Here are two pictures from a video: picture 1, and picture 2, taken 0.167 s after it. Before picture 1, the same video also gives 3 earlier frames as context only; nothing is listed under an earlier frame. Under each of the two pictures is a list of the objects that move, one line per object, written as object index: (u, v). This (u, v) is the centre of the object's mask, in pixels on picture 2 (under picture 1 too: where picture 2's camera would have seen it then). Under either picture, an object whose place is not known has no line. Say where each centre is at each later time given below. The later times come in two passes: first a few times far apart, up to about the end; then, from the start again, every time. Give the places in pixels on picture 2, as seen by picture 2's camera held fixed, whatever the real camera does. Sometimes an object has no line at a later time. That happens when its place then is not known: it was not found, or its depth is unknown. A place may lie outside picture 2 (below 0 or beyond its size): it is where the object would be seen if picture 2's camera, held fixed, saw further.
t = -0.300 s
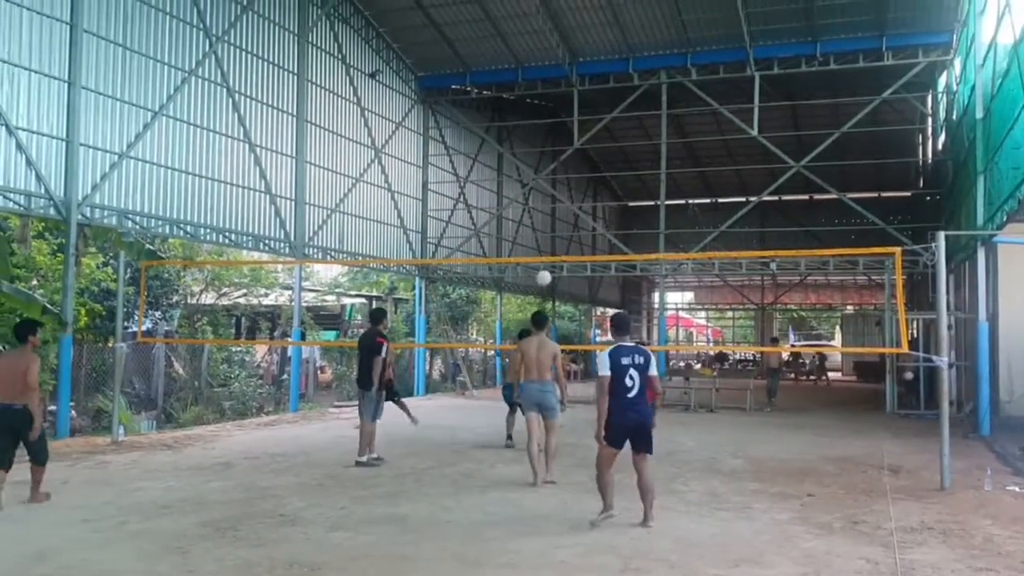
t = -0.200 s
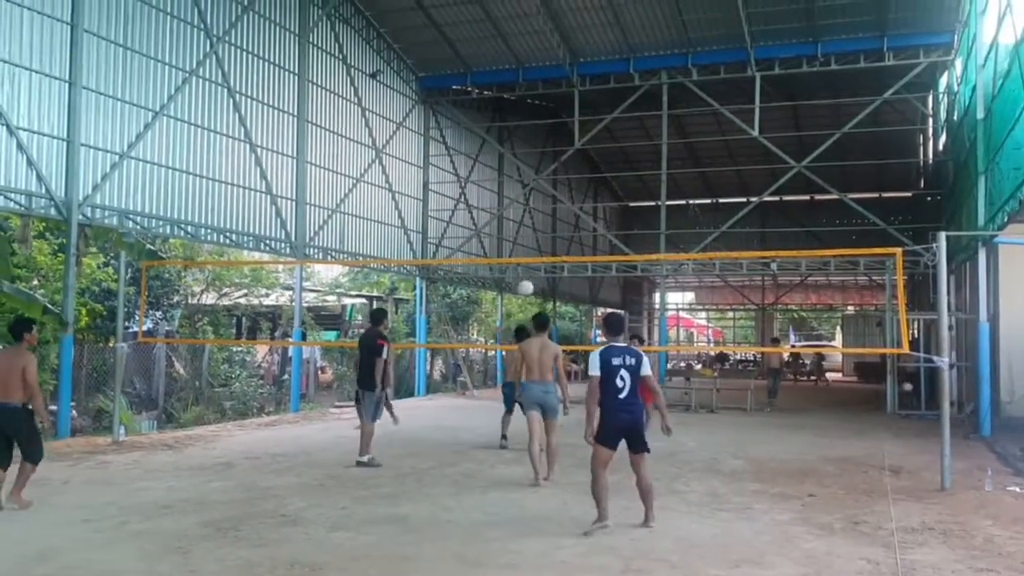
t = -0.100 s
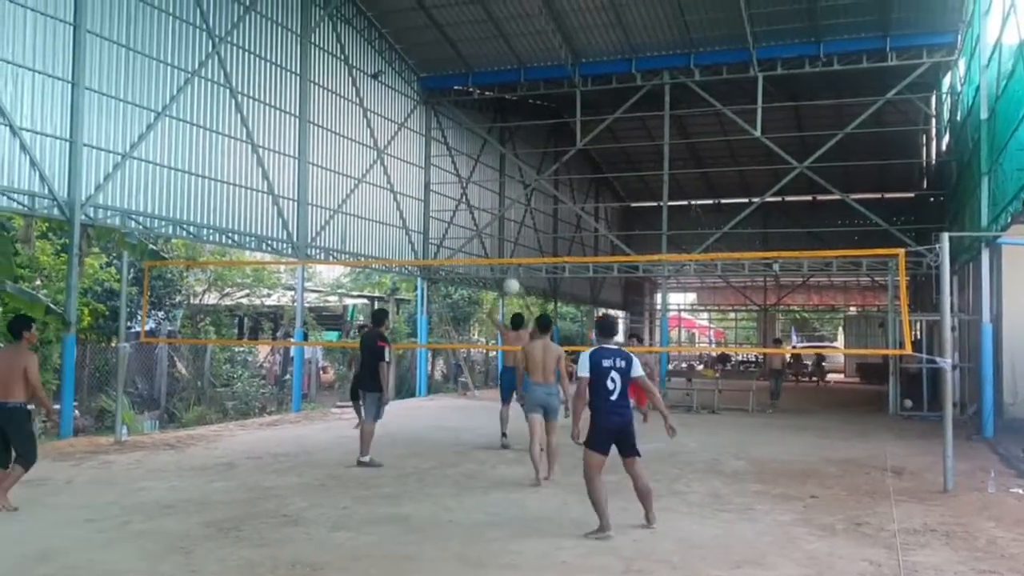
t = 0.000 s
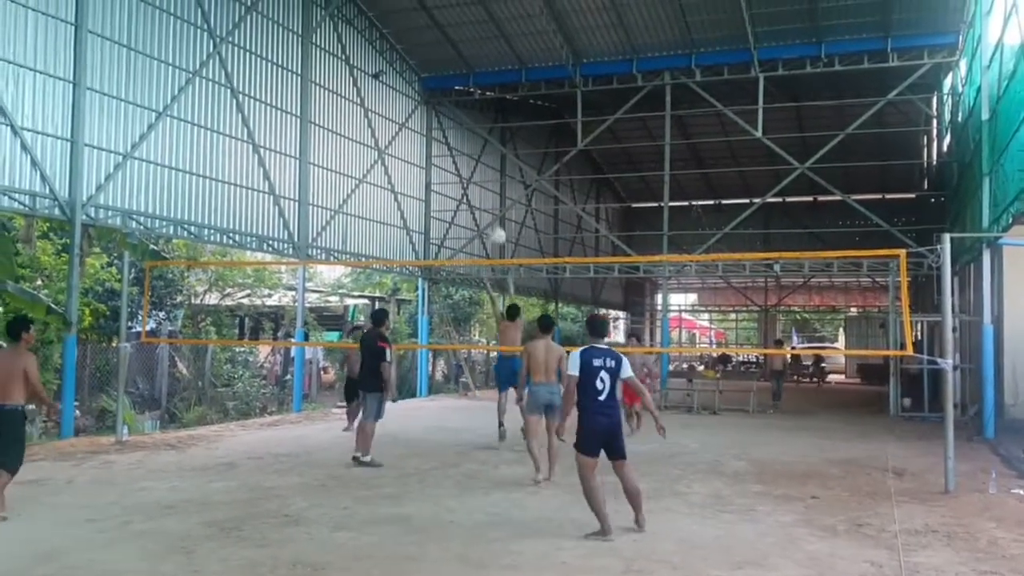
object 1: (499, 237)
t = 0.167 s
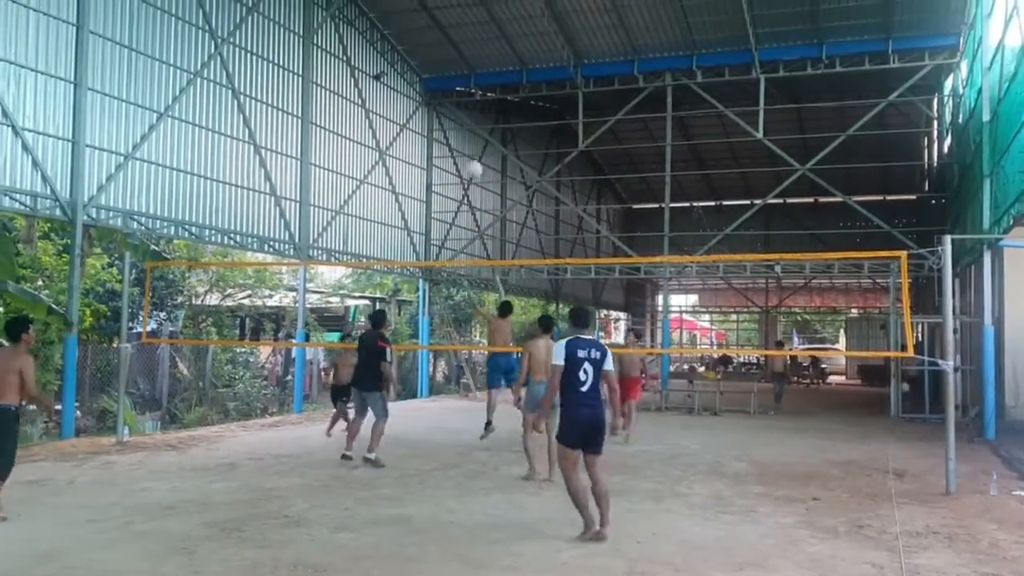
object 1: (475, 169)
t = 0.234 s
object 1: (465, 147)
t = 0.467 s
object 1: (429, 102)
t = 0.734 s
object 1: (391, 98)
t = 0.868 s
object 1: (370, 115)
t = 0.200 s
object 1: (469, 157)
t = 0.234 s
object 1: (465, 147)
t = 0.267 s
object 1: (459, 138)
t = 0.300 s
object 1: (454, 130)
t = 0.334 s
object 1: (449, 123)
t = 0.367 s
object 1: (444, 117)
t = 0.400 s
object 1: (439, 111)
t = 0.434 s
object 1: (434, 106)
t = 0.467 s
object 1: (429, 102)
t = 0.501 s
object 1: (425, 98)
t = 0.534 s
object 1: (420, 95)
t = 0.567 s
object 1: (414, 93)
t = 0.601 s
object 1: (410, 92)
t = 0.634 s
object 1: (405, 92)
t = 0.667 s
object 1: (399, 93)
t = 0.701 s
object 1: (396, 95)
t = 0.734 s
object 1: (391, 98)
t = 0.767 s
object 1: (386, 100)
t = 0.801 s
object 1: (381, 105)
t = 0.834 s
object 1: (376, 109)
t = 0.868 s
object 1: (370, 115)
